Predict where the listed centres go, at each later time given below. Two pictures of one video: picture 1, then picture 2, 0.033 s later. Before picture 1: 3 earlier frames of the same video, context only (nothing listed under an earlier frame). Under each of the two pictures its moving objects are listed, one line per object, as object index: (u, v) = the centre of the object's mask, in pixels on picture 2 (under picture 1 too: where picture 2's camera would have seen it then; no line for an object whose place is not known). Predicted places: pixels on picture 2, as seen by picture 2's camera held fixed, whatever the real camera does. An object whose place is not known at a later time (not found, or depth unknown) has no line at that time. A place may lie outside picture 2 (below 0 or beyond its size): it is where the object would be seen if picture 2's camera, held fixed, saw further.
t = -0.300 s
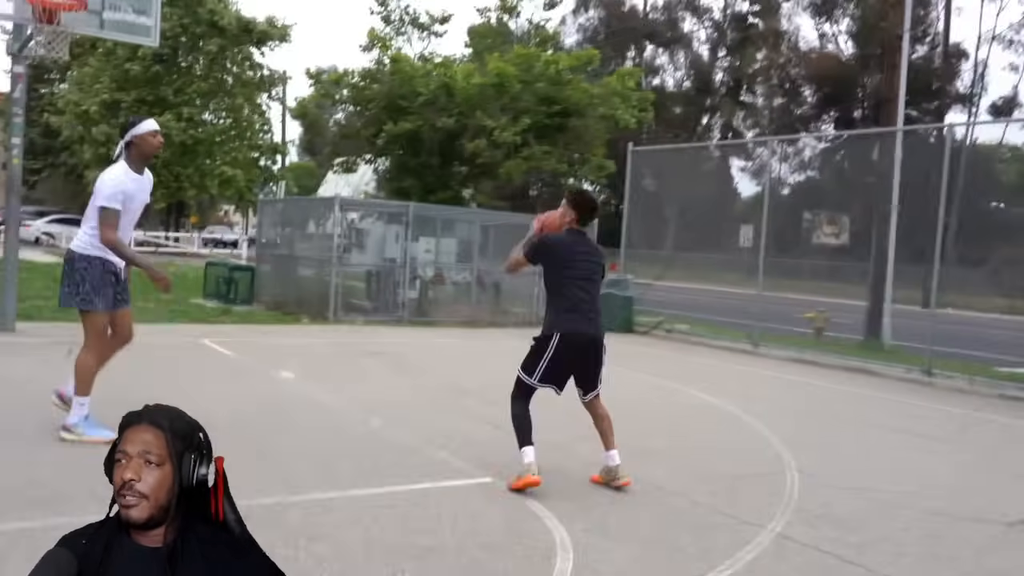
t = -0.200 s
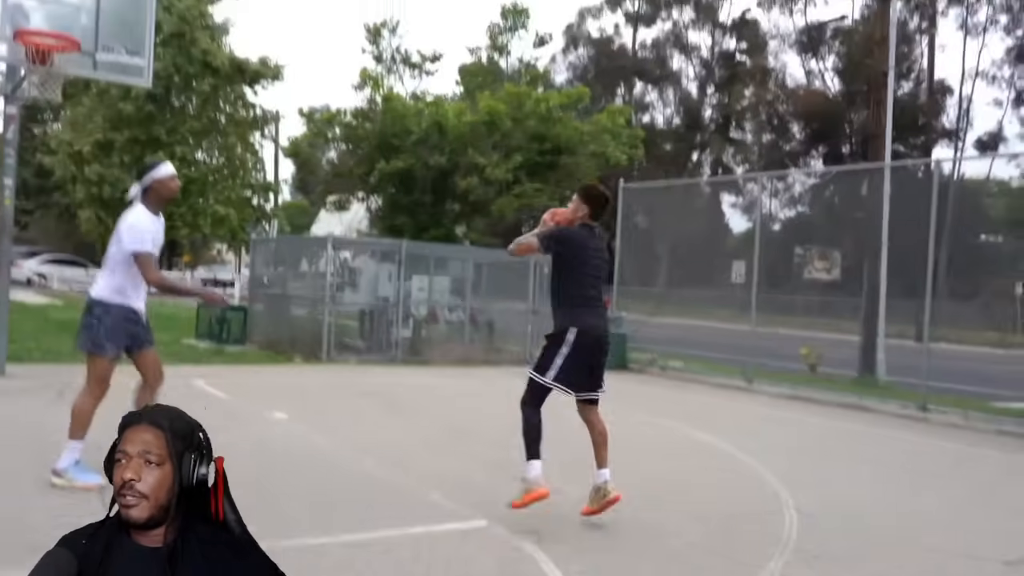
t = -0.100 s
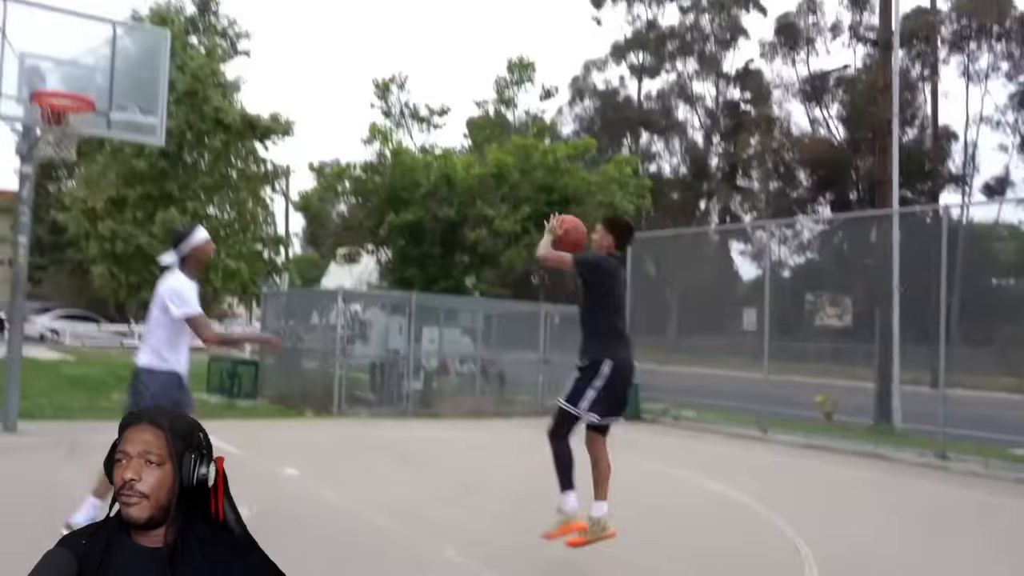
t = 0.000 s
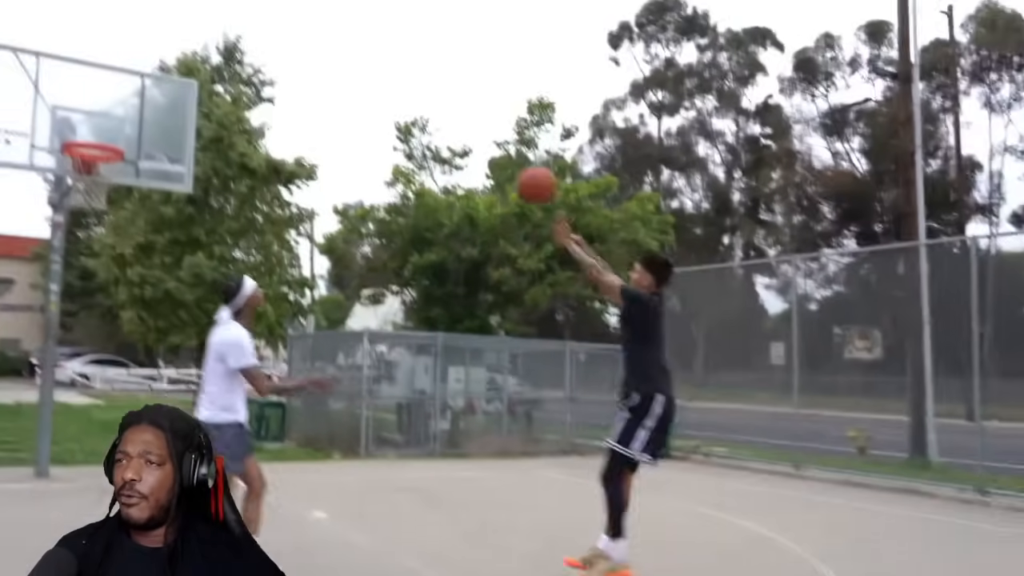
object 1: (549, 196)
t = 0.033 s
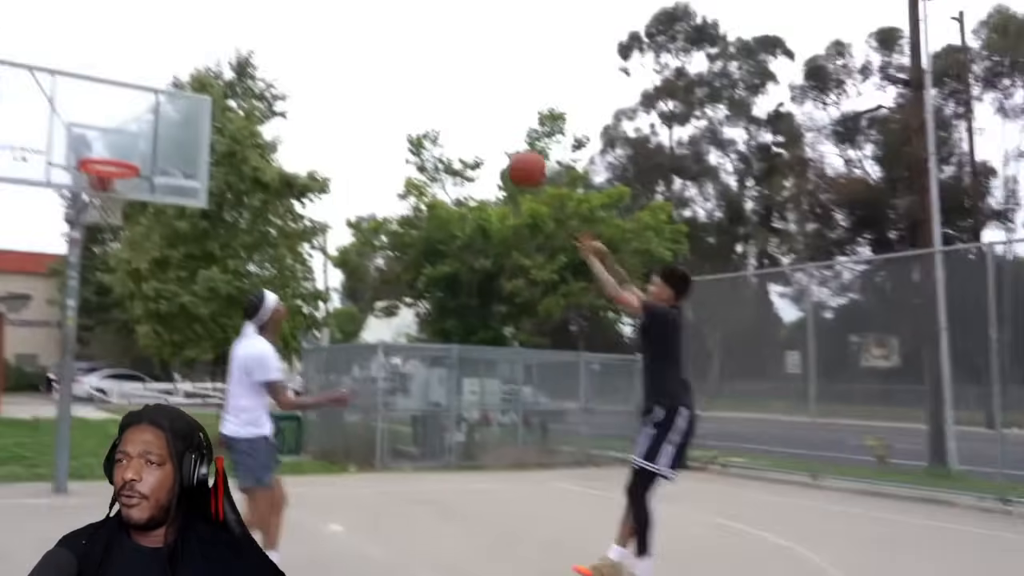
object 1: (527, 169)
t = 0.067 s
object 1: (504, 145)
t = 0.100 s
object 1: (483, 124)
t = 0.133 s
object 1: (462, 105)
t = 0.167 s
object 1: (442, 88)
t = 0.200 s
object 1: (421, 73)
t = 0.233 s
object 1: (408, 61)
